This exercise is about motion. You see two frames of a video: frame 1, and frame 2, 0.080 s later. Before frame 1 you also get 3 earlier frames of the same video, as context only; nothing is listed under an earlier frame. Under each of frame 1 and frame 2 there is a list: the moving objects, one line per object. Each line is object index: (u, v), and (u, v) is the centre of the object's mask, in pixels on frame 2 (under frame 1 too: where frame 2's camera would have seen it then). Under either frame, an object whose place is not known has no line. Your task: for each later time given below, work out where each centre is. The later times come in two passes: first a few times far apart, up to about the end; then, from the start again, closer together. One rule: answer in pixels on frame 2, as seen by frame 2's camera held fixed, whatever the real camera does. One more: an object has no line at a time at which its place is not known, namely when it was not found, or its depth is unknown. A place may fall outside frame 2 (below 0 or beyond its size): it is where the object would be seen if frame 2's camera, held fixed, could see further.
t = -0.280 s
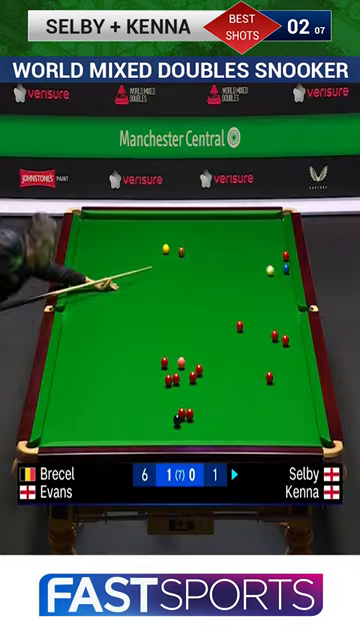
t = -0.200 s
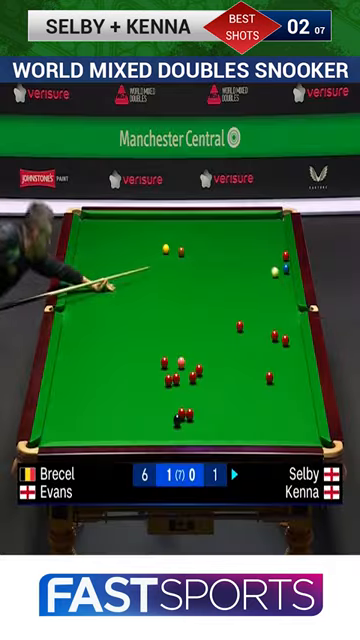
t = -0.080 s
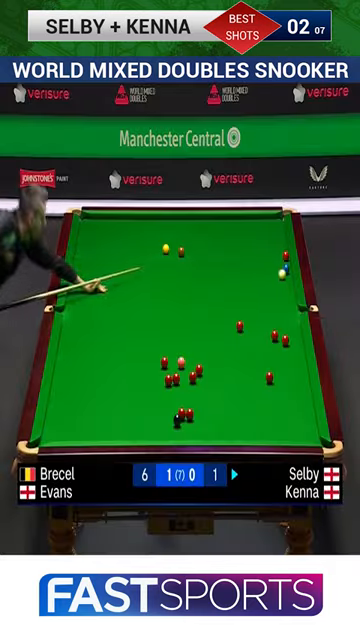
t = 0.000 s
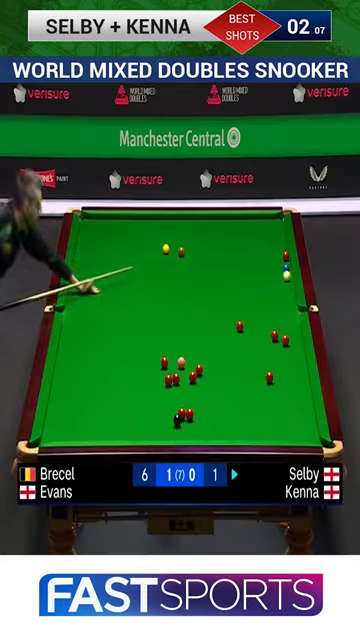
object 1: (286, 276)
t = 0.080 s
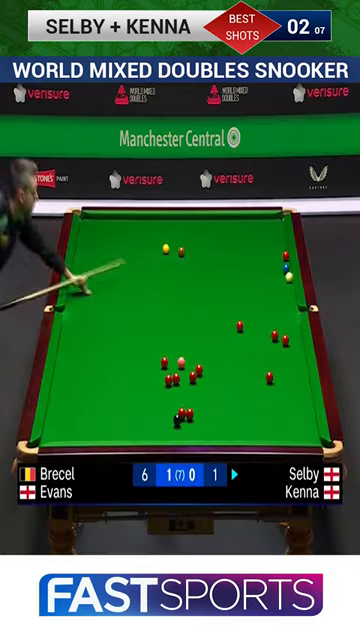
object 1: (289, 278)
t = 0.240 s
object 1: (283, 280)
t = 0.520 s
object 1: (275, 286)
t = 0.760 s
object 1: (269, 290)
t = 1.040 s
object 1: (261, 295)
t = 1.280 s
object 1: (255, 299)
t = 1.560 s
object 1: (248, 303)
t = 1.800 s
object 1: (242, 306)
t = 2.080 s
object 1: (236, 310)
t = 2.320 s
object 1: (230, 313)
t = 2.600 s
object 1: (225, 317)
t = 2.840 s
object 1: (220, 319)
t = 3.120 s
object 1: (216, 322)
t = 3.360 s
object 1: (212, 324)
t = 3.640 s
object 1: (208, 326)
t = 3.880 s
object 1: (205, 328)
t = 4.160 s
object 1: (202, 330)
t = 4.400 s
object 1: (199, 331)
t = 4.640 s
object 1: (198, 331)
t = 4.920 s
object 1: (196, 333)
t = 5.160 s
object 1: (195, 333)
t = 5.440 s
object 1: (194, 333)
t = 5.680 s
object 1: (194, 333)
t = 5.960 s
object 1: (194, 333)
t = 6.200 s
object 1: (194, 333)
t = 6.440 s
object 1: (194, 333)
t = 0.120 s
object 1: (287, 278)
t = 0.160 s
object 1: (286, 279)
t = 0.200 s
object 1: (285, 280)
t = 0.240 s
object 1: (283, 280)
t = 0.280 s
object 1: (282, 281)
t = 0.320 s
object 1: (281, 282)
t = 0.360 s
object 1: (280, 282)
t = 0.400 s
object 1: (279, 283)
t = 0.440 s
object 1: (278, 284)
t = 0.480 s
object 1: (276, 285)
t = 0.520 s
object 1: (275, 286)
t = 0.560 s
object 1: (274, 286)
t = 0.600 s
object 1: (273, 287)
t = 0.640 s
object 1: (272, 288)
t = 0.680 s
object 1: (271, 289)
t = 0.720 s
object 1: (270, 289)
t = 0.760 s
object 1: (269, 290)
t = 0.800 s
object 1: (267, 291)
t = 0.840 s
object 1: (266, 292)
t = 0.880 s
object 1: (265, 292)
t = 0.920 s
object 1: (264, 293)
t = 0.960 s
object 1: (263, 293)
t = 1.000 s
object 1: (262, 294)
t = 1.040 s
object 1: (261, 295)
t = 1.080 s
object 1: (260, 296)
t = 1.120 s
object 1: (259, 296)
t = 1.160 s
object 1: (258, 297)
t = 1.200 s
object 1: (257, 297)
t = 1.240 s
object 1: (256, 298)
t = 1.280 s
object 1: (255, 299)
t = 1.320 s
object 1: (254, 299)
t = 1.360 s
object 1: (253, 300)
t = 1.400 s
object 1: (252, 301)
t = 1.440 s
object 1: (251, 301)
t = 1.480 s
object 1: (250, 302)
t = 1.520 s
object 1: (249, 302)
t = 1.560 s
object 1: (248, 303)
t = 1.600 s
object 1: (247, 304)
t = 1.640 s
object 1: (246, 304)
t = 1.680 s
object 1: (245, 305)
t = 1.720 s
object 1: (244, 306)
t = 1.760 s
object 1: (243, 306)
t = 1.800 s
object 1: (242, 306)
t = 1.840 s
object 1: (241, 307)
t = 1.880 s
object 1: (240, 308)
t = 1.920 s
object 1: (239, 308)
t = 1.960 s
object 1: (238, 309)
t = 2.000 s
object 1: (237, 309)
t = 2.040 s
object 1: (236, 310)
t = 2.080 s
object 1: (236, 310)
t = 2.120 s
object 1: (235, 311)
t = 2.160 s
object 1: (234, 311)
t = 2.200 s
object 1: (233, 312)
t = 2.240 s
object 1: (232, 312)
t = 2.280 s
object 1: (231, 313)
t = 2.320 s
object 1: (230, 313)
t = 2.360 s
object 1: (230, 314)
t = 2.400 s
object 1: (229, 315)
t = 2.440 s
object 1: (228, 315)
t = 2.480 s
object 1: (227, 315)
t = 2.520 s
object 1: (227, 316)
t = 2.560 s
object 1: (226, 316)
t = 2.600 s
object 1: (225, 317)
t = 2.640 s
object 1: (224, 317)
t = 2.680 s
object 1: (224, 318)
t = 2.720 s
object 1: (223, 318)
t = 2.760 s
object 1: (222, 319)
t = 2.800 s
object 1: (221, 319)
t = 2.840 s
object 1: (220, 319)
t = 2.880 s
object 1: (220, 320)
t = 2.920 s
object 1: (219, 320)
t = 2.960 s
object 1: (218, 321)
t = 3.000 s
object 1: (218, 321)
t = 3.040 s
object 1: (217, 322)
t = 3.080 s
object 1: (216, 322)
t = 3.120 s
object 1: (216, 322)
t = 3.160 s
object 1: (215, 323)
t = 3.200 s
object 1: (214, 323)
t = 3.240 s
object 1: (214, 323)
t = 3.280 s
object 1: (213, 323)
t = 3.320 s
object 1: (213, 324)
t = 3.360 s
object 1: (212, 324)
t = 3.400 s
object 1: (211, 324)
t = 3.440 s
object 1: (211, 325)
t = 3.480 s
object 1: (210, 325)
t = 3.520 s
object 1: (210, 325)
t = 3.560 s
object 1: (209, 326)
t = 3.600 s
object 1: (209, 326)
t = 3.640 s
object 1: (208, 326)
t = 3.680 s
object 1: (208, 327)
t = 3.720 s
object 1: (207, 327)
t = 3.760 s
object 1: (207, 327)
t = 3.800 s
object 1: (206, 328)
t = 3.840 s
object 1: (205, 328)
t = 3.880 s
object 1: (205, 328)
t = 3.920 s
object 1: (205, 328)
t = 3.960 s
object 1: (204, 329)
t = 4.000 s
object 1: (204, 329)
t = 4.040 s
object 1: (203, 329)
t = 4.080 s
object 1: (203, 329)
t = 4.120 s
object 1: (202, 329)
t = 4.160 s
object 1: (202, 330)
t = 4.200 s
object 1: (201, 330)
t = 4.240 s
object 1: (201, 330)
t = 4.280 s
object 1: (201, 330)
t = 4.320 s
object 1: (200, 330)
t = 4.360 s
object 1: (200, 330)
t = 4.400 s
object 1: (199, 331)
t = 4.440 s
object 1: (199, 331)
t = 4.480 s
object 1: (199, 331)
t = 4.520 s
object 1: (199, 331)
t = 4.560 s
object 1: (198, 331)
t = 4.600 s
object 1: (198, 332)
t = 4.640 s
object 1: (198, 331)
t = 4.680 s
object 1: (197, 332)
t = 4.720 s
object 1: (197, 332)
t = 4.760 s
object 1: (197, 332)
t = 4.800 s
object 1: (197, 332)
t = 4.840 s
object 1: (196, 332)
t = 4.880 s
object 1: (196, 332)
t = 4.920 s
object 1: (196, 333)
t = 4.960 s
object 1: (196, 332)
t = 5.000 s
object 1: (196, 332)
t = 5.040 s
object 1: (196, 332)
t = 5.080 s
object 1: (196, 332)
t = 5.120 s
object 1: (195, 333)
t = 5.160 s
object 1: (195, 333)
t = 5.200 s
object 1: (195, 333)
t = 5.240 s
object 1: (195, 333)
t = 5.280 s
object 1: (195, 333)
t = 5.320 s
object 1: (195, 333)
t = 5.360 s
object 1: (194, 333)
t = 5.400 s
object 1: (194, 333)
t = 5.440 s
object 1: (194, 333)
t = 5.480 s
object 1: (194, 333)
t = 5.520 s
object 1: (194, 333)
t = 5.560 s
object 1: (194, 333)
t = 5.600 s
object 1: (194, 333)
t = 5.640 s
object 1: (194, 333)
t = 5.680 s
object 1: (194, 333)
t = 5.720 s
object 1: (194, 333)
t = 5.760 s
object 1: (194, 333)
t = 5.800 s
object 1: (194, 333)
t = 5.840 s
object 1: (194, 333)
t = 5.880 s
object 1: (194, 333)
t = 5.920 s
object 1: (194, 333)
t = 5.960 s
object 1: (194, 333)
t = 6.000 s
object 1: (194, 333)
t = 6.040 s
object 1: (194, 333)
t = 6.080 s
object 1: (194, 333)
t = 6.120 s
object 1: (194, 333)
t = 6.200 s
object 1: (194, 333)
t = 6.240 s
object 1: (194, 333)
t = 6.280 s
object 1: (194, 333)
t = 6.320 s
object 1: (194, 333)
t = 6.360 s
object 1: (194, 333)
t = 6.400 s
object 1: (194, 333)
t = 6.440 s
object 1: (194, 333)
